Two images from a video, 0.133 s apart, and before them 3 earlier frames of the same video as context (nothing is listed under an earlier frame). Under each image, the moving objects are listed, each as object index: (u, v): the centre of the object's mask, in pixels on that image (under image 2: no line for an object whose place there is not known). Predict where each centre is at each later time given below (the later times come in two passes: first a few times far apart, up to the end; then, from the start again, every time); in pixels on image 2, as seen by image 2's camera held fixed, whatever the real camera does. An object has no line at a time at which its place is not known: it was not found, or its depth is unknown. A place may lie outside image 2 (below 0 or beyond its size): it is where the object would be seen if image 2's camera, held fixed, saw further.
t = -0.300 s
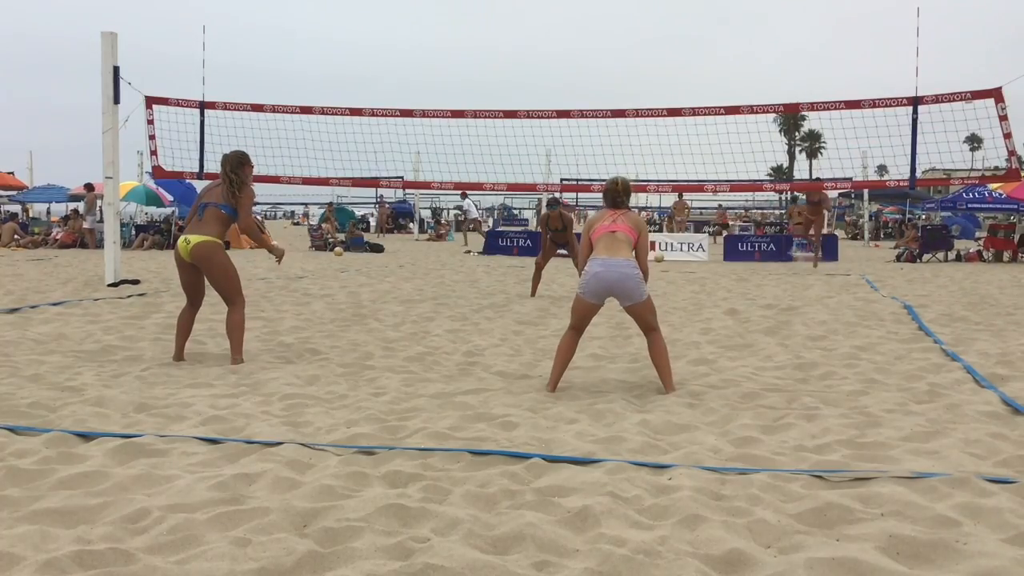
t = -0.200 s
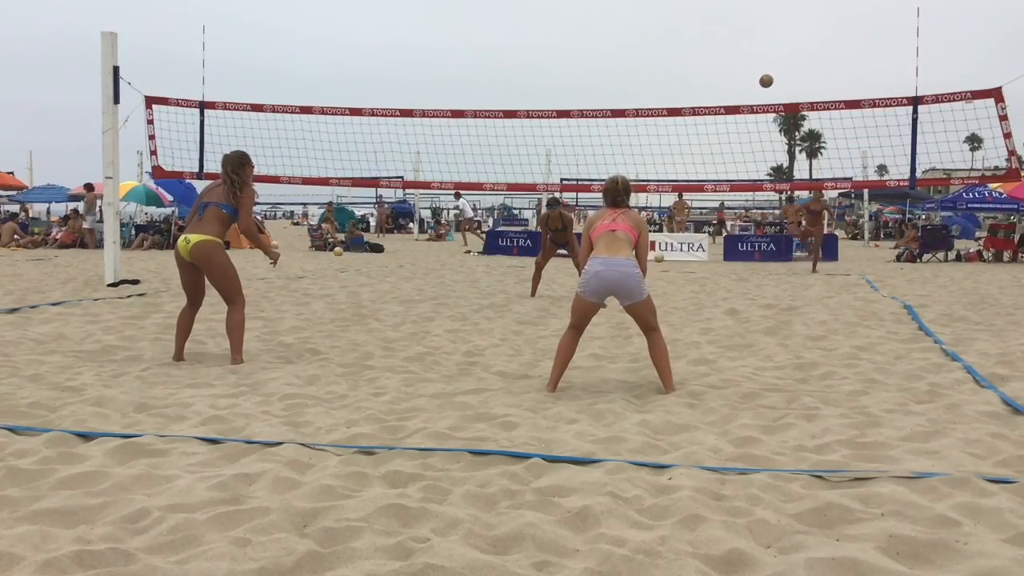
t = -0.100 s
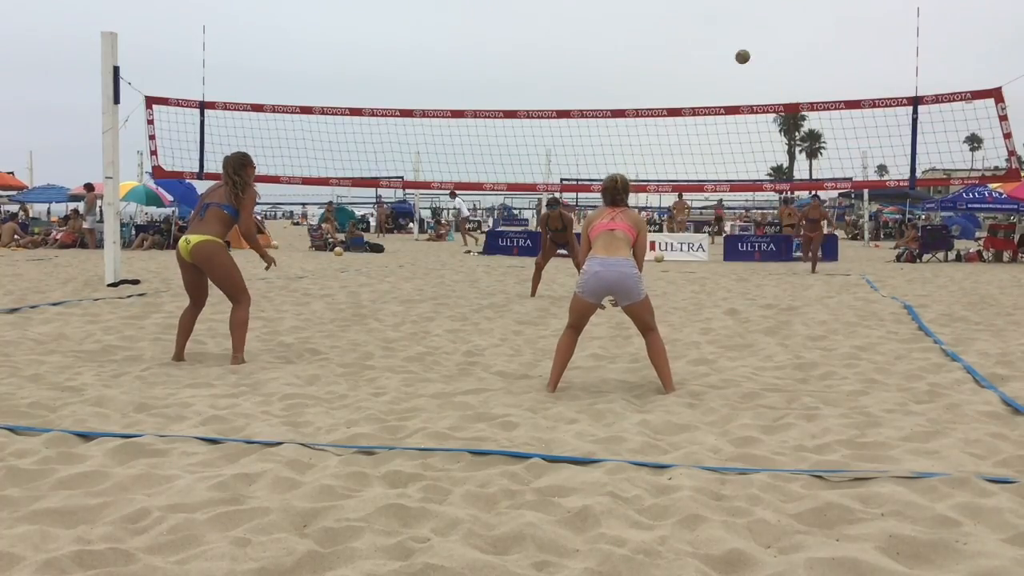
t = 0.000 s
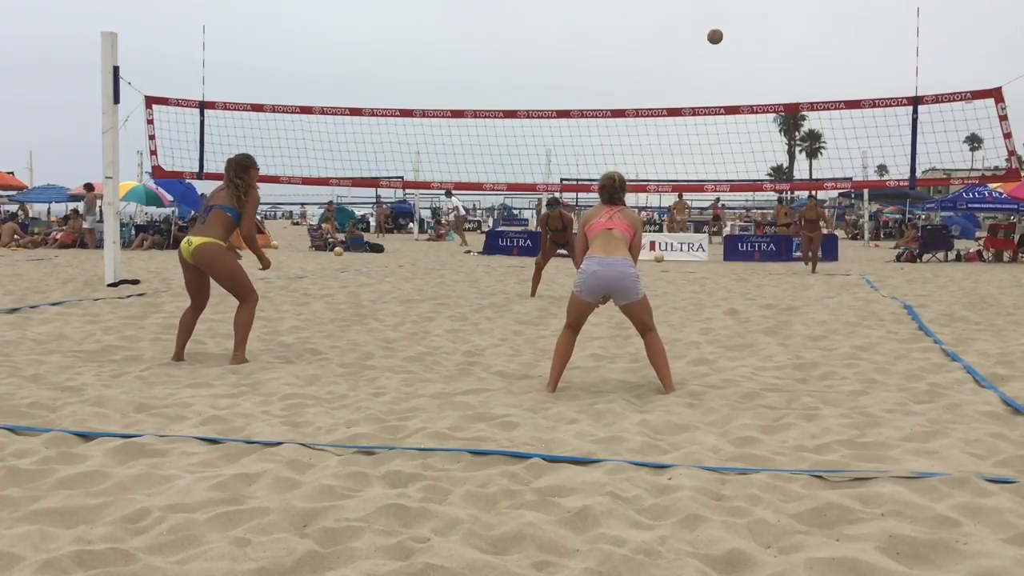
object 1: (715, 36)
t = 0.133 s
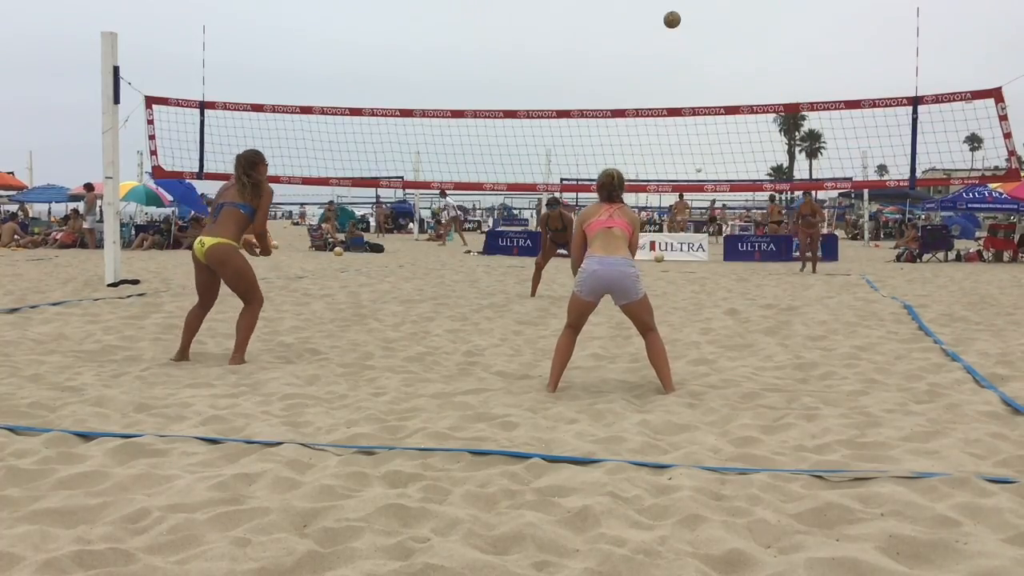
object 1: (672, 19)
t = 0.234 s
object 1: (635, 15)
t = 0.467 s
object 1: (532, 35)
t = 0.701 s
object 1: (393, 135)
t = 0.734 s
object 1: (369, 161)
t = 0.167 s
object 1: (660, 17)
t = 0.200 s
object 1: (648, 16)
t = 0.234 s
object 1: (635, 15)
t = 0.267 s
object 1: (622, 15)
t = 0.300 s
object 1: (609, 16)
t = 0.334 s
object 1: (595, 17)
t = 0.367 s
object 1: (580, 20)
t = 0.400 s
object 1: (565, 24)
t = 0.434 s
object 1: (549, 29)
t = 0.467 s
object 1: (532, 35)
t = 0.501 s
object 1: (515, 43)
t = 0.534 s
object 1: (497, 53)
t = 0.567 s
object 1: (478, 65)
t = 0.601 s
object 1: (459, 78)
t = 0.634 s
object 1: (438, 95)
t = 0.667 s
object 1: (416, 114)
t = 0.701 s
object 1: (393, 135)
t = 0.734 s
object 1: (369, 161)
